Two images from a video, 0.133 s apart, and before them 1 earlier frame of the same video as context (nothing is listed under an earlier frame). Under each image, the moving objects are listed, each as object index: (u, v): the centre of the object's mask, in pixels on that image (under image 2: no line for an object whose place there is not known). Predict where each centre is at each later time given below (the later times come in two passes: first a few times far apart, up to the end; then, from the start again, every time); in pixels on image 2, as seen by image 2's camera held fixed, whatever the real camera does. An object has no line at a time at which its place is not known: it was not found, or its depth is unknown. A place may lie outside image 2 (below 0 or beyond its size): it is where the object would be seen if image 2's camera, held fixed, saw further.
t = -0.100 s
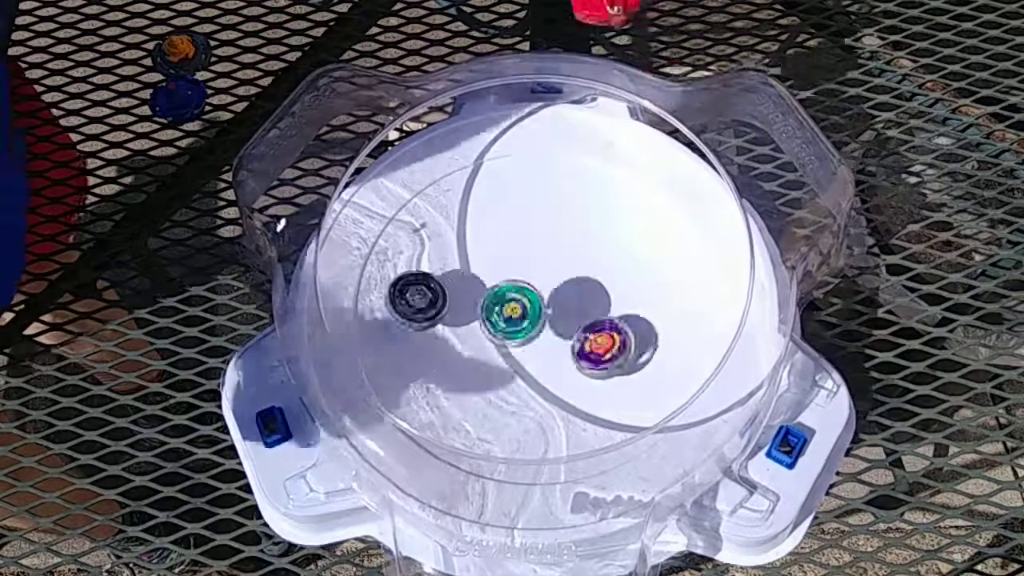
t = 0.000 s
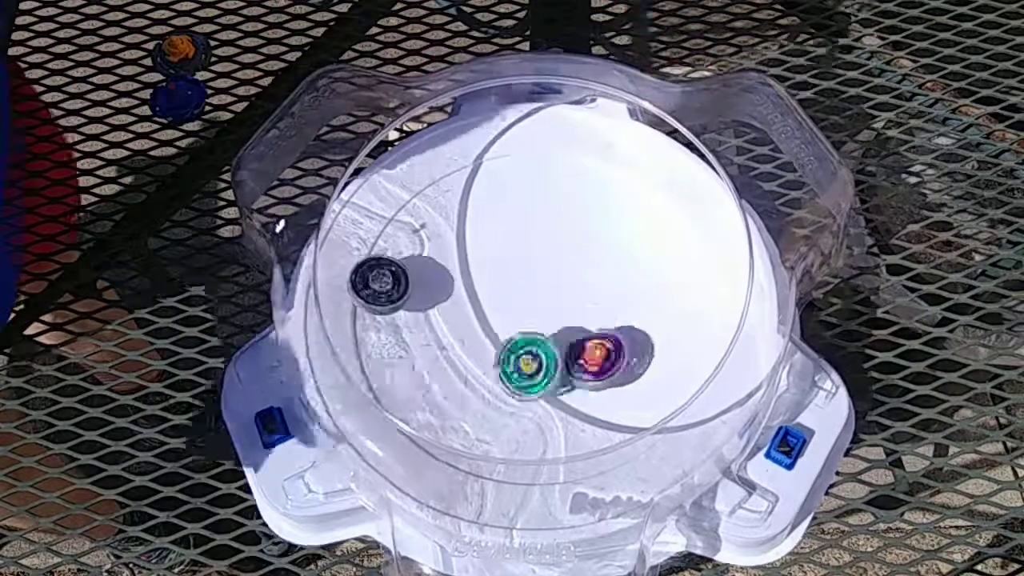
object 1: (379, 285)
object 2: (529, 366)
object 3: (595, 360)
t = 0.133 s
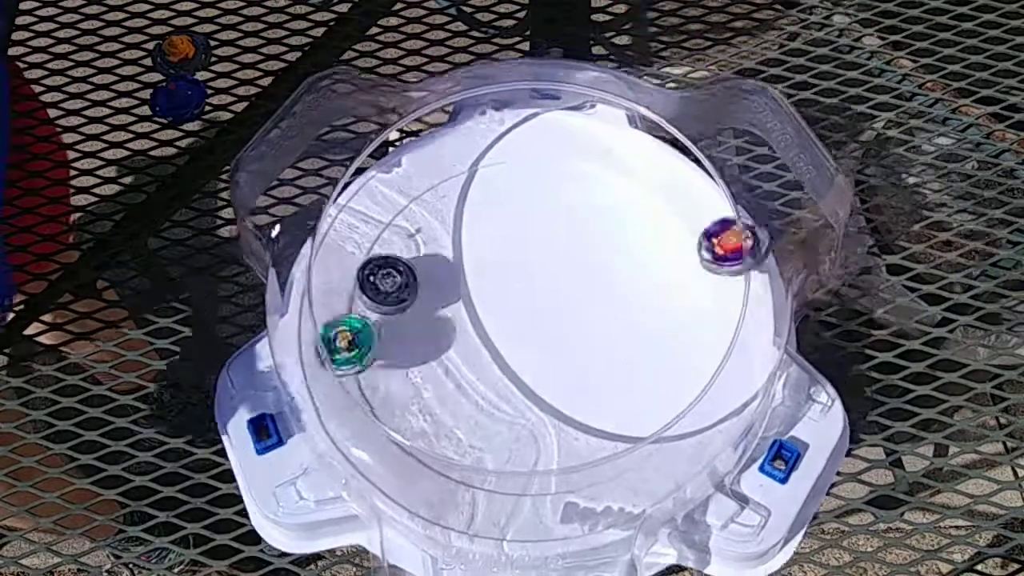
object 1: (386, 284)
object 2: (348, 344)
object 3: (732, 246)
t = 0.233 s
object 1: (455, 269)
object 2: (377, 357)
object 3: (670, 182)
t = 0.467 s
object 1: (581, 246)
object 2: (600, 451)
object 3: (410, 143)
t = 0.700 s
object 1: (567, 254)
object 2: (663, 244)
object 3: (273, 246)
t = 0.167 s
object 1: (404, 283)
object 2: (358, 335)
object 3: (714, 216)
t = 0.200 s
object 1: (430, 274)
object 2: (366, 343)
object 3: (689, 194)
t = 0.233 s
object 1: (455, 269)
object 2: (377, 357)
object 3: (670, 182)
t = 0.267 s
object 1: (479, 263)
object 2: (389, 378)
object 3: (638, 160)
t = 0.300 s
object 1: (502, 259)
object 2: (407, 403)
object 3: (603, 142)
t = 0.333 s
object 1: (523, 256)
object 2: (428, 431)
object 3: (567, 136)
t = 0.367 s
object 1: (541, 254)
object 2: (458, 468)
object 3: (531, 136)
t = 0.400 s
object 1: (558, 251)
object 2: (503, 475)
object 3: (489, 129)
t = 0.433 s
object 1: (571, 248)
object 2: (552, 469)
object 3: (449, 134)
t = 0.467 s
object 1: (581, 246)
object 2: (600, 451)
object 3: (410, 143)
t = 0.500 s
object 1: (587, 247)
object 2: (639, 426)
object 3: (374, 161)
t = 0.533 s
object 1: (592, 247)
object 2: (670, 400)
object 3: (319, 180)
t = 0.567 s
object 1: (593, 247)
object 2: (691, 368)
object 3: (285, 203)
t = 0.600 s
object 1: (592, 249)
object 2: (701, 333)
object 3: (275, 240)
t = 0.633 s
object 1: (587, 251)
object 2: (699, 300)
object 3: (276, 246)
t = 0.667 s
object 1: (579, 253)
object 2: (682, 269)
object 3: (274, 245)
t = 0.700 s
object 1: (567, 254)
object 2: (663, 244)
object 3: (273, 246)
